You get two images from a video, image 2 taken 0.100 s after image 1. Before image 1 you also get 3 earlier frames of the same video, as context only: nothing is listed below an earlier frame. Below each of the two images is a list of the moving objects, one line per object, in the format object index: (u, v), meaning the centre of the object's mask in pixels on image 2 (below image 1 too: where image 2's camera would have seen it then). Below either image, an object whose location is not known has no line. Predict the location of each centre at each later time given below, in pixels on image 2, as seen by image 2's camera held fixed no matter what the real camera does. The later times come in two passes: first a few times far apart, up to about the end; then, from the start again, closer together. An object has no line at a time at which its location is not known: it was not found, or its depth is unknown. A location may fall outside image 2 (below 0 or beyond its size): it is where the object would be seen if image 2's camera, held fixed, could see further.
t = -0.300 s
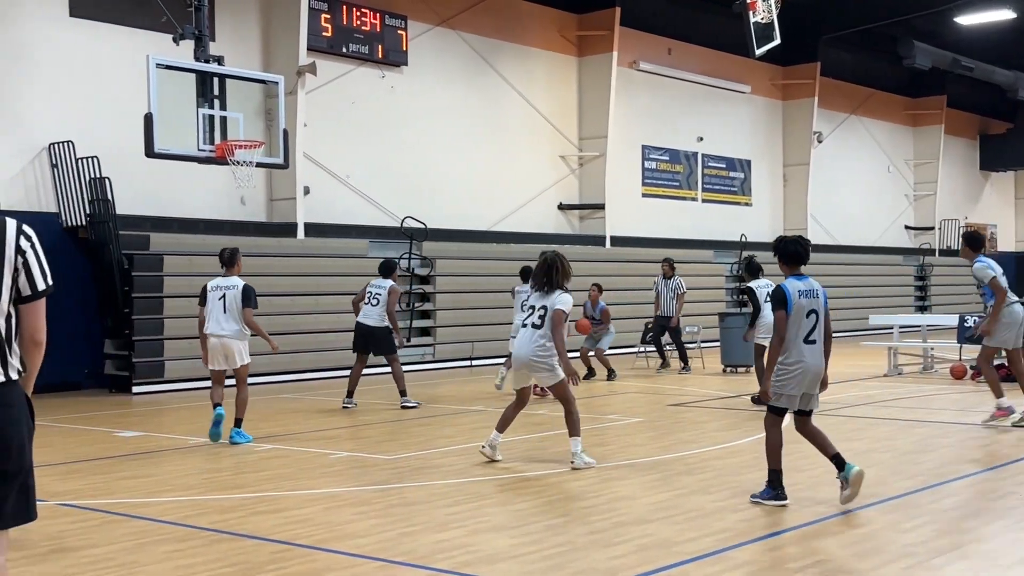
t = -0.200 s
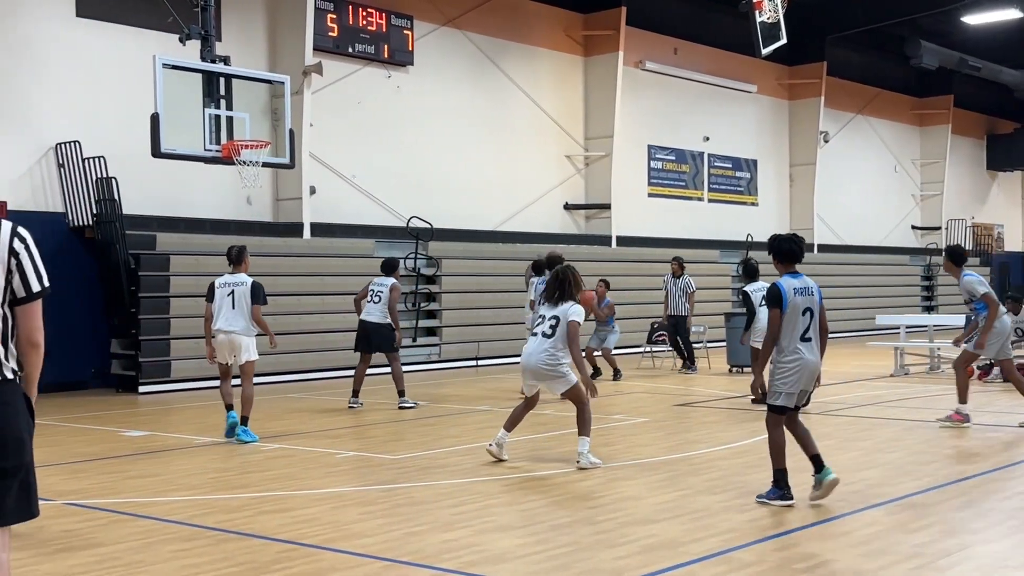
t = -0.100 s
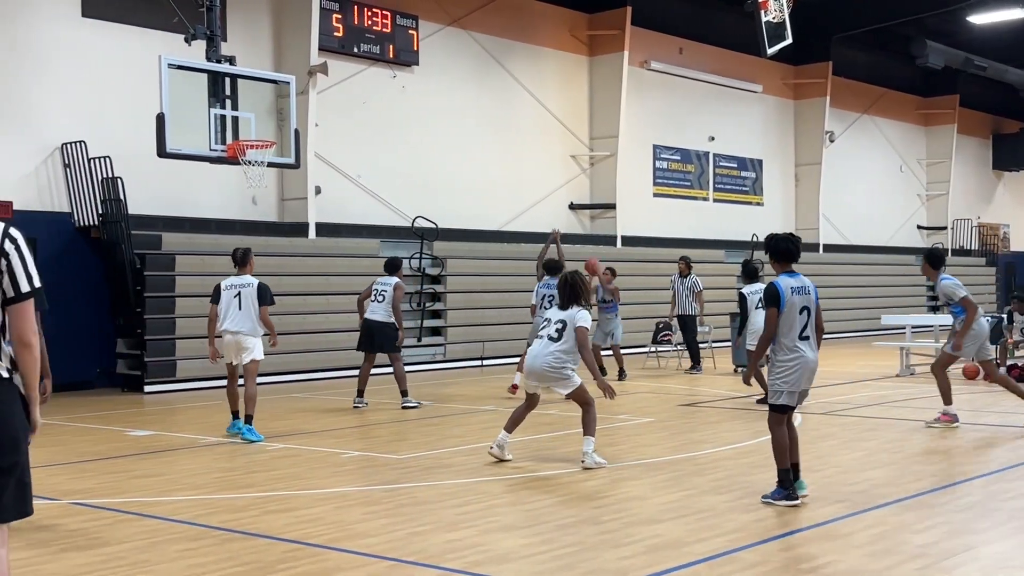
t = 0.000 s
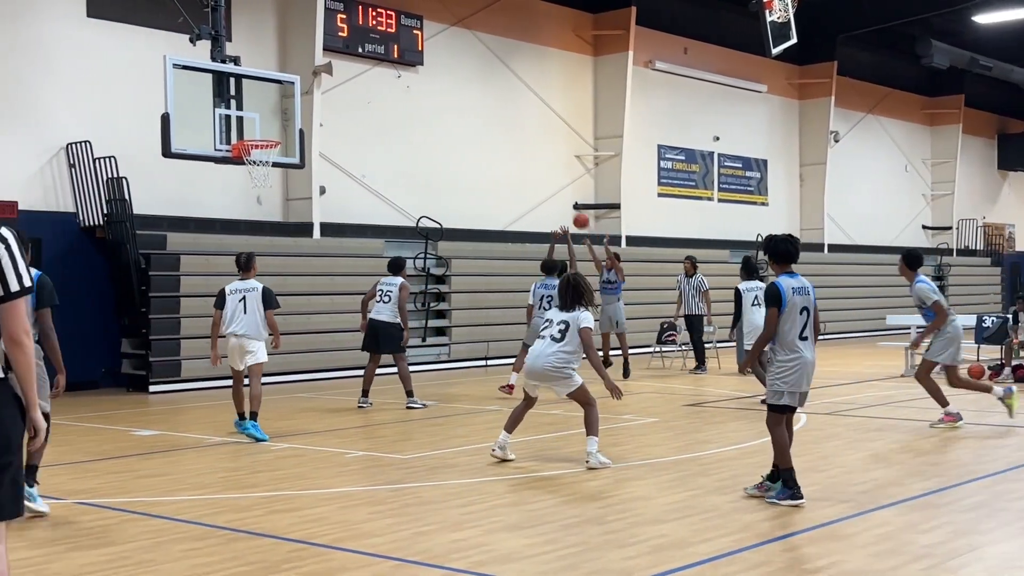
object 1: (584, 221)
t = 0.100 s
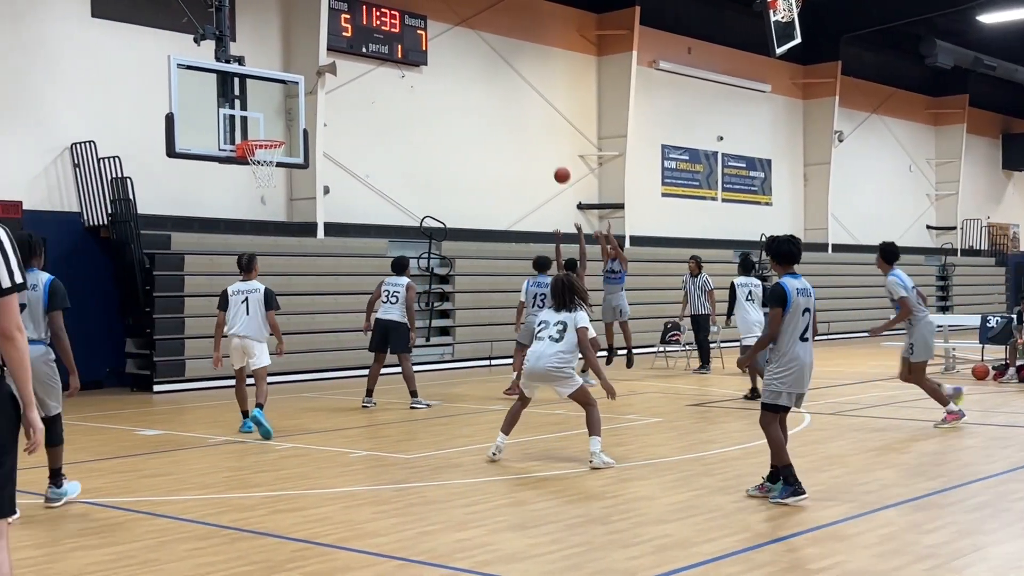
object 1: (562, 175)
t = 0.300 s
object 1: (515, 102)
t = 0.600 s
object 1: (439, 39)
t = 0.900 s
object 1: (356, 41)
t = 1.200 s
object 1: (266, 120)
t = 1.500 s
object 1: (292, 121)
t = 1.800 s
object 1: (343, 183)
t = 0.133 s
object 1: (554, 161)
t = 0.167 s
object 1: (547, 148)
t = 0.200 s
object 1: (539, 136)
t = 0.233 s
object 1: (531, 124)
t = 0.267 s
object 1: (523, 113)
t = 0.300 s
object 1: (515, 102)
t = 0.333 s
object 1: (507, 92)
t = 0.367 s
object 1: (499, 83)
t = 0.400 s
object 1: (490, 75)
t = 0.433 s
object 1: (482, 67)
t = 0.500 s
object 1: (465, 54)
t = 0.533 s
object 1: (456, 48)
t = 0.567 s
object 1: (448, 44)
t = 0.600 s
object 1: (439, 39)
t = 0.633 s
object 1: (430, 36)
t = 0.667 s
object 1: (422, 34)
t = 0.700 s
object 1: (412, 32)
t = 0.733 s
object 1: (404, 32)
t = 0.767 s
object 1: (395, 32)
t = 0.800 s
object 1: (384, 34)
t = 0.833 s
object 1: (375, 36)
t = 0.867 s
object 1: (365, 37)
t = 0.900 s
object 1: (356, 41)
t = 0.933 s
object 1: (347, 47)
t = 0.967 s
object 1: (337, 52)
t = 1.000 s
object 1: (327, 59)
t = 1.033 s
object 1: (317, 67)
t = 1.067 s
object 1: (307, 75)
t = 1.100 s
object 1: (296, 86)
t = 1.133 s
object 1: (286, 96)
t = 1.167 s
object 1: (276, 107)
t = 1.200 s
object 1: (266, 120)
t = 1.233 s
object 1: (255, 133)
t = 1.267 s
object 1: (257, 132)
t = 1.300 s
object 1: (262, 128)
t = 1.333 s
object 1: (266, 125)
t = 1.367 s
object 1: (271, 122)
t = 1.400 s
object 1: (277, 120)
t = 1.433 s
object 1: (282, 119)
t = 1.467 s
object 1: (287, 119)
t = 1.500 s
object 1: (292, 121)
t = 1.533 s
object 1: (297, 123)
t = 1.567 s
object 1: (302, 126)
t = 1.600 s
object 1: (308, 131)
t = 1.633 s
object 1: (314, 136)
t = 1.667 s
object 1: (320, 143)
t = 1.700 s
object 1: (325, 151)
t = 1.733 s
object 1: (331, 160)
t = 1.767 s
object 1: (337, 171)
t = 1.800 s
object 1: (343, 183)
